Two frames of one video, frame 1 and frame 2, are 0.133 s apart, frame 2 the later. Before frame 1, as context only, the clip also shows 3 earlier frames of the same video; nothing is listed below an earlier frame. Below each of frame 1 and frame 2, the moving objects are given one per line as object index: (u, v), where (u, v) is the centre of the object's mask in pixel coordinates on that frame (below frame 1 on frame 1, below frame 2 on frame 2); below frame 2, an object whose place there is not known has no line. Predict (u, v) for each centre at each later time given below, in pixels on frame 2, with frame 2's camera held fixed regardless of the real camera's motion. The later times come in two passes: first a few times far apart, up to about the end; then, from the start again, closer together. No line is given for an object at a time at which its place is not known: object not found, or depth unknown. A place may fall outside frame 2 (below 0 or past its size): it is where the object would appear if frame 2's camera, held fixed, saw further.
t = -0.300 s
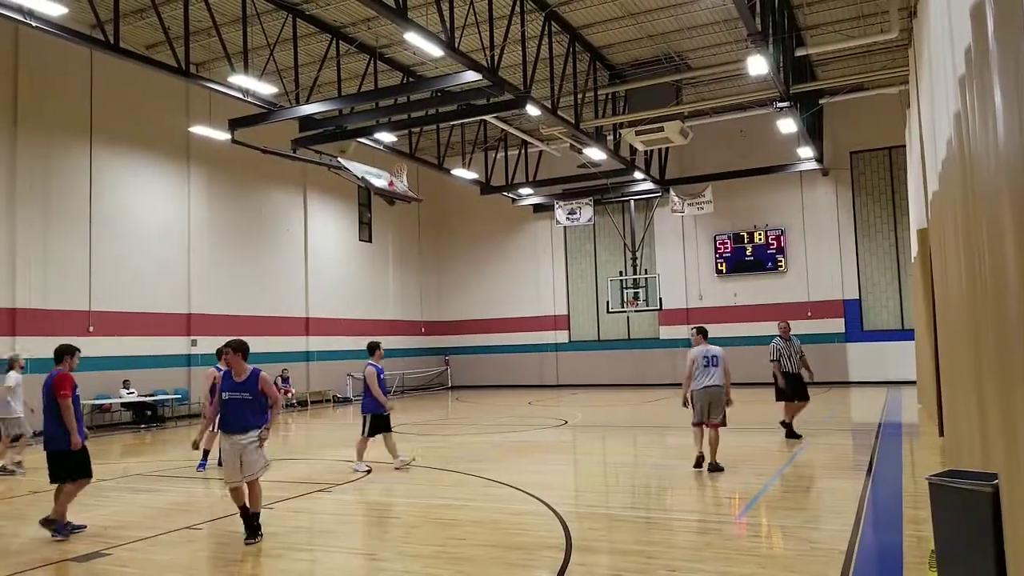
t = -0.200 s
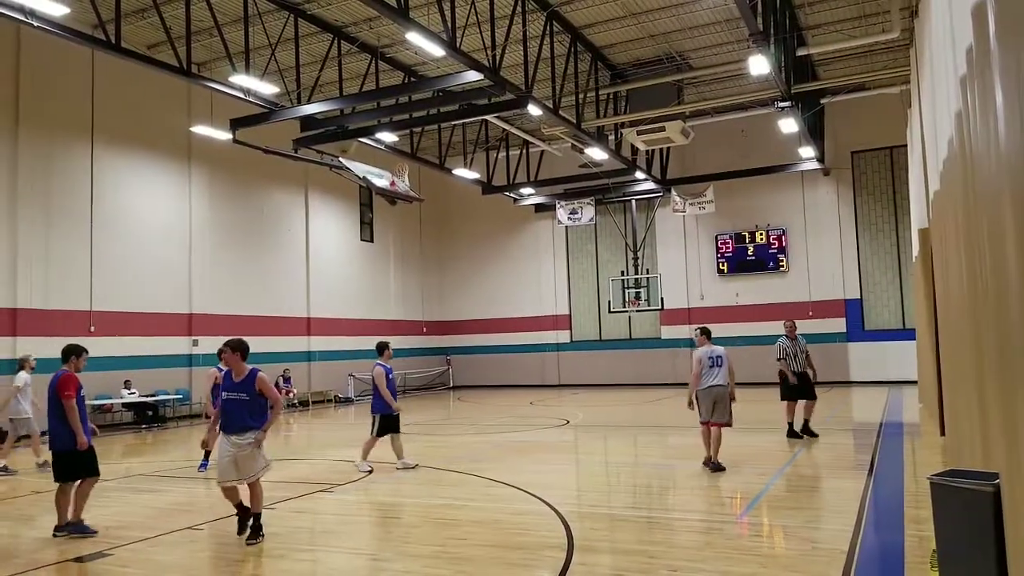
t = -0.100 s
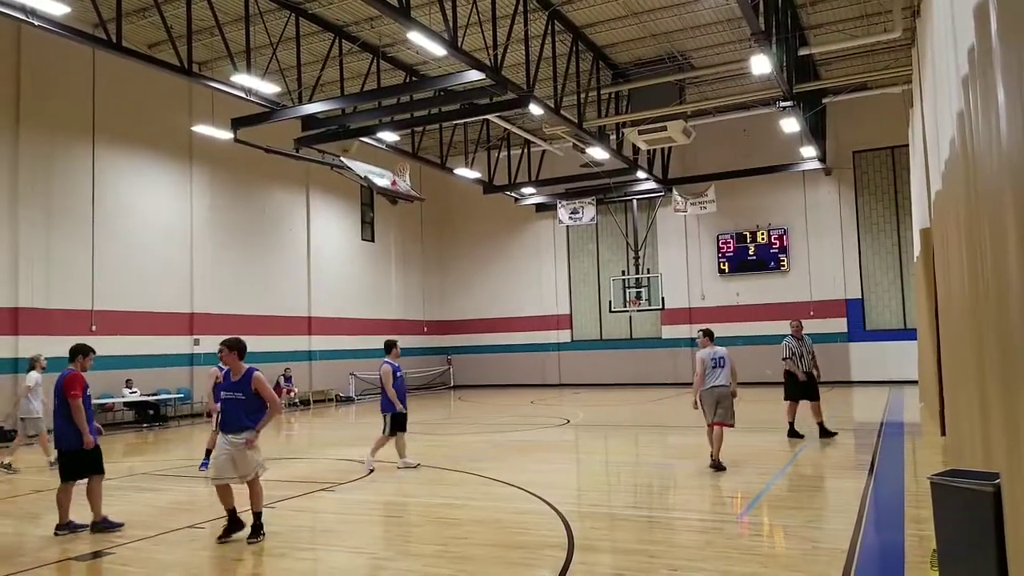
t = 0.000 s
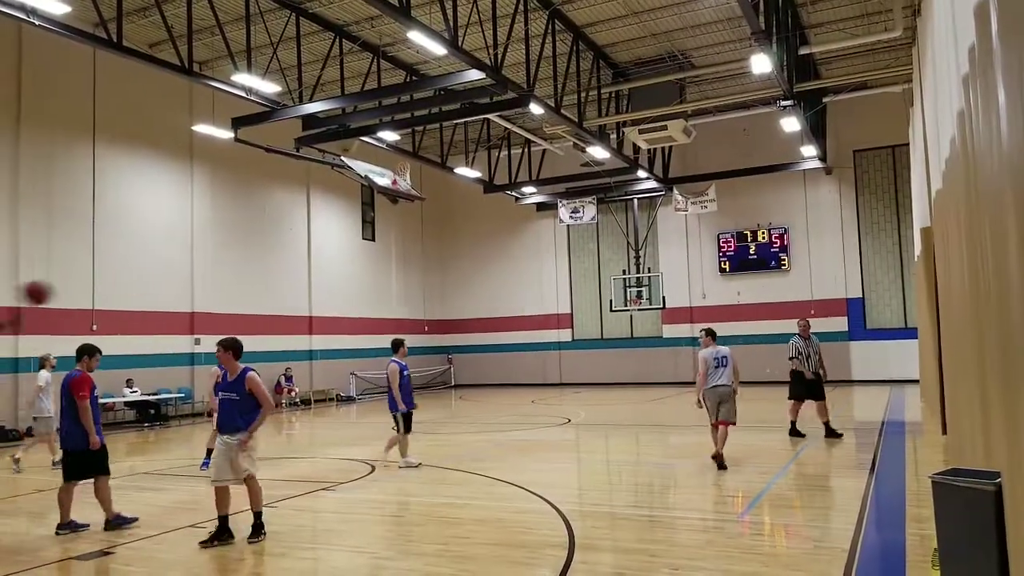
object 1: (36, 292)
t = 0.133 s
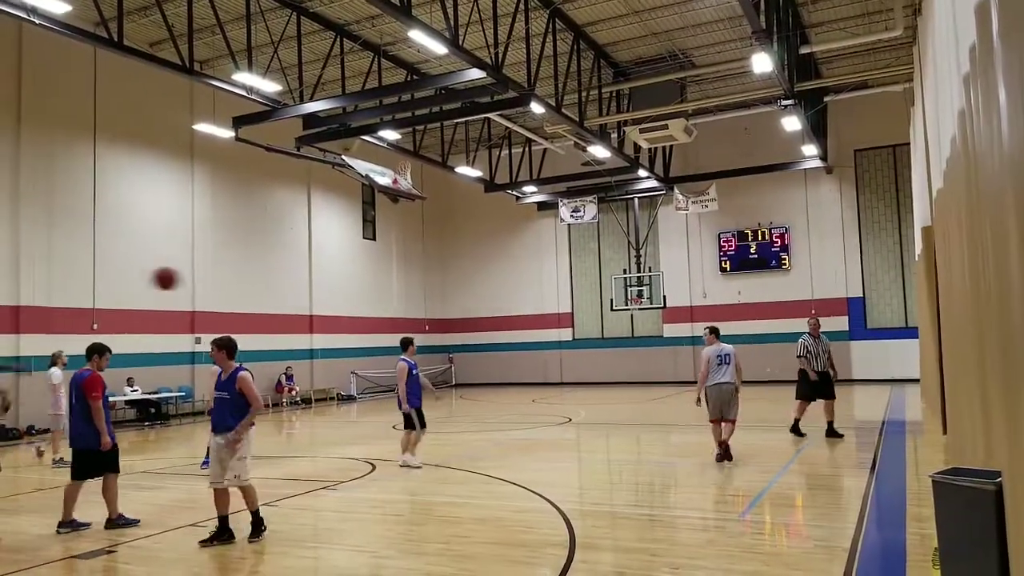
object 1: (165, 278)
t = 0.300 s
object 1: (303, 288)
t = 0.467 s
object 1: (420, 318)
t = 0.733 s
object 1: (574, 406)
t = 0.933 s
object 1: (652, 426)
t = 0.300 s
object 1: (303, 288)
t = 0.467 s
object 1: (420, 318)
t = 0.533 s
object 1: (462, 336)
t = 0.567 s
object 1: (482, 348)
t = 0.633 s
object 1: (522, 371)
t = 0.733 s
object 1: (574, 406)
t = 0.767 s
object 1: (592, 420)
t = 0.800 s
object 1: (608, 435)
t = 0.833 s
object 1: (625, 450)
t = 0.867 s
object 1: (637, 454)
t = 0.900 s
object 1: (645, 439)
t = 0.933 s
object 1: (652, 426)
